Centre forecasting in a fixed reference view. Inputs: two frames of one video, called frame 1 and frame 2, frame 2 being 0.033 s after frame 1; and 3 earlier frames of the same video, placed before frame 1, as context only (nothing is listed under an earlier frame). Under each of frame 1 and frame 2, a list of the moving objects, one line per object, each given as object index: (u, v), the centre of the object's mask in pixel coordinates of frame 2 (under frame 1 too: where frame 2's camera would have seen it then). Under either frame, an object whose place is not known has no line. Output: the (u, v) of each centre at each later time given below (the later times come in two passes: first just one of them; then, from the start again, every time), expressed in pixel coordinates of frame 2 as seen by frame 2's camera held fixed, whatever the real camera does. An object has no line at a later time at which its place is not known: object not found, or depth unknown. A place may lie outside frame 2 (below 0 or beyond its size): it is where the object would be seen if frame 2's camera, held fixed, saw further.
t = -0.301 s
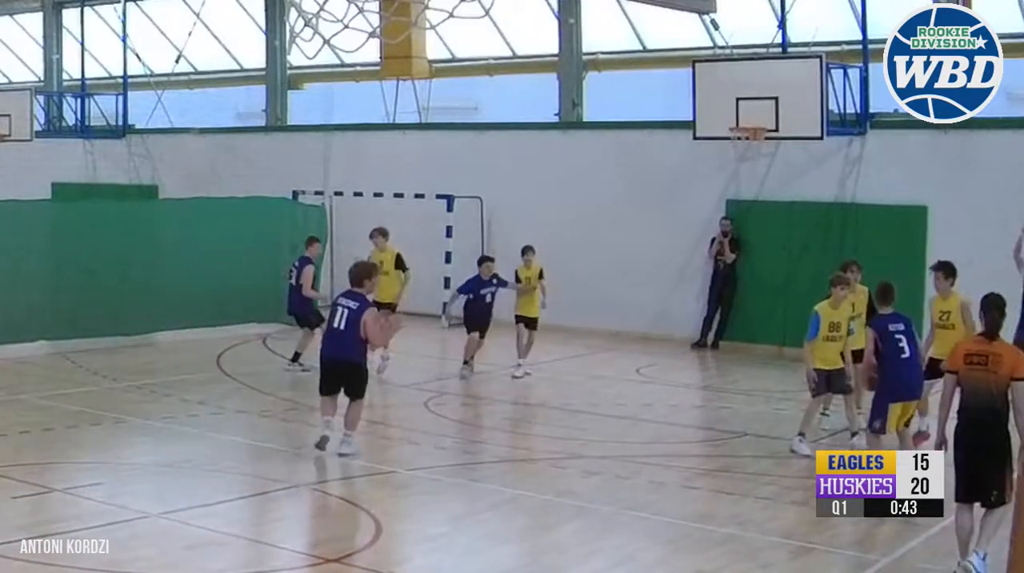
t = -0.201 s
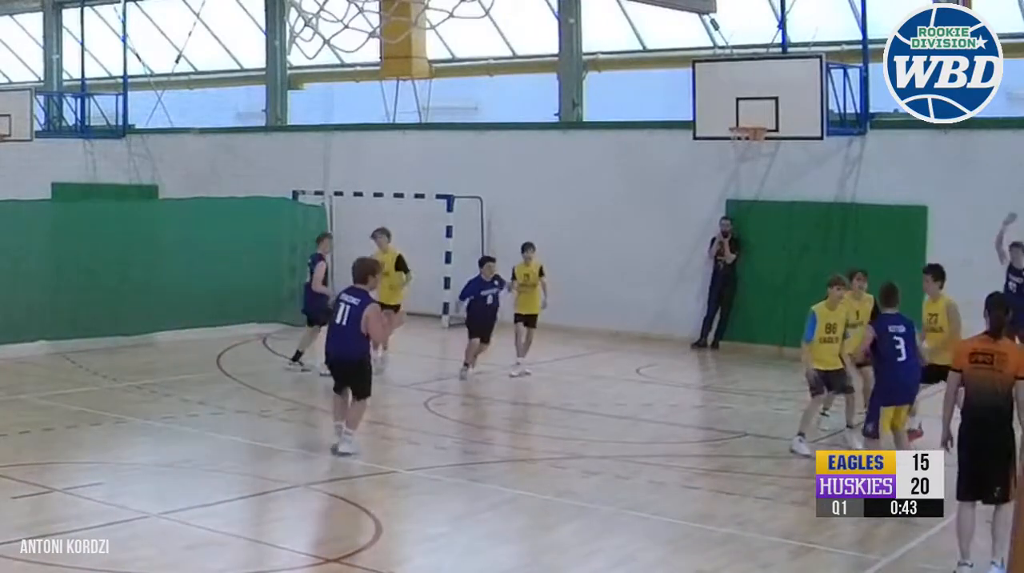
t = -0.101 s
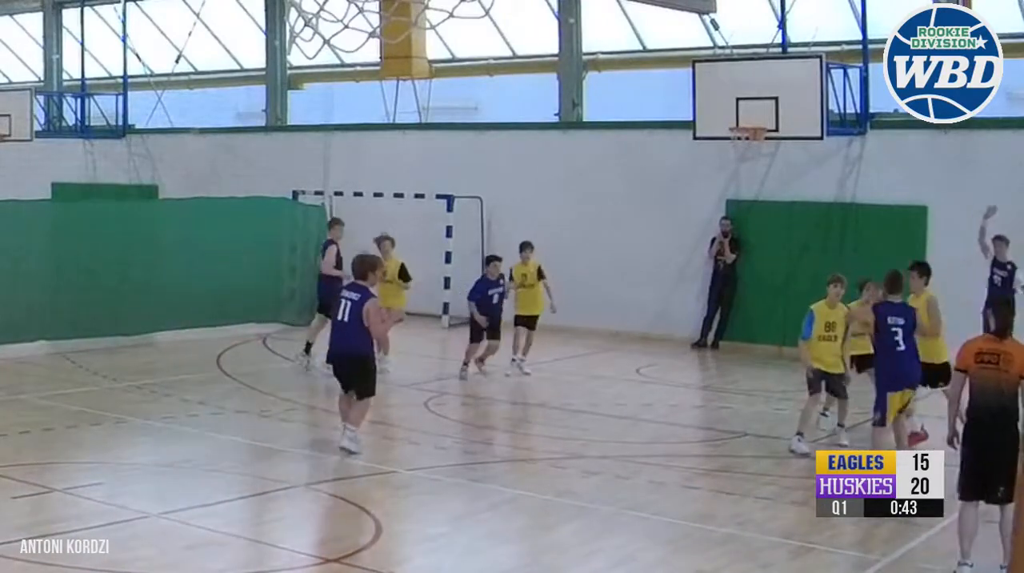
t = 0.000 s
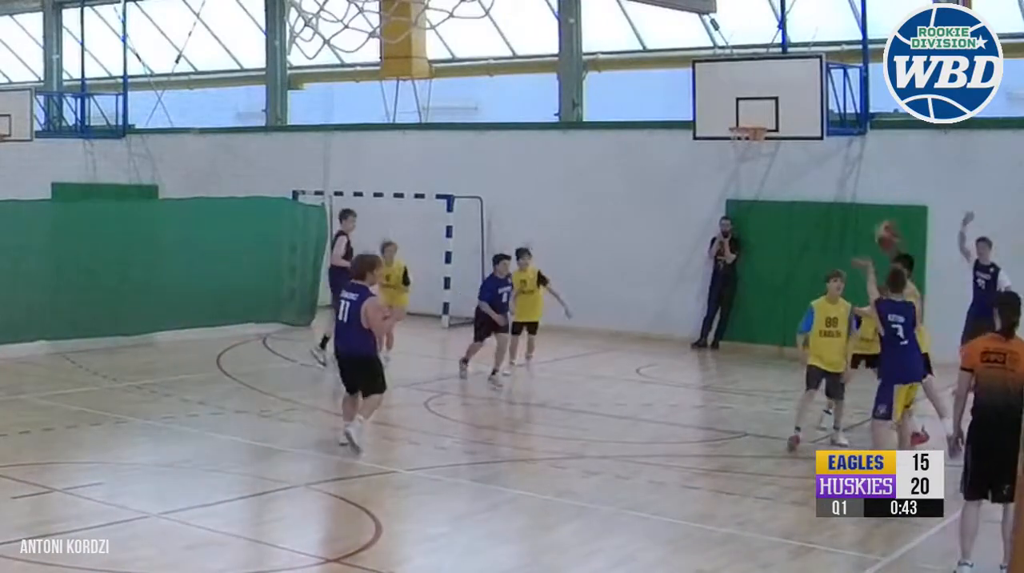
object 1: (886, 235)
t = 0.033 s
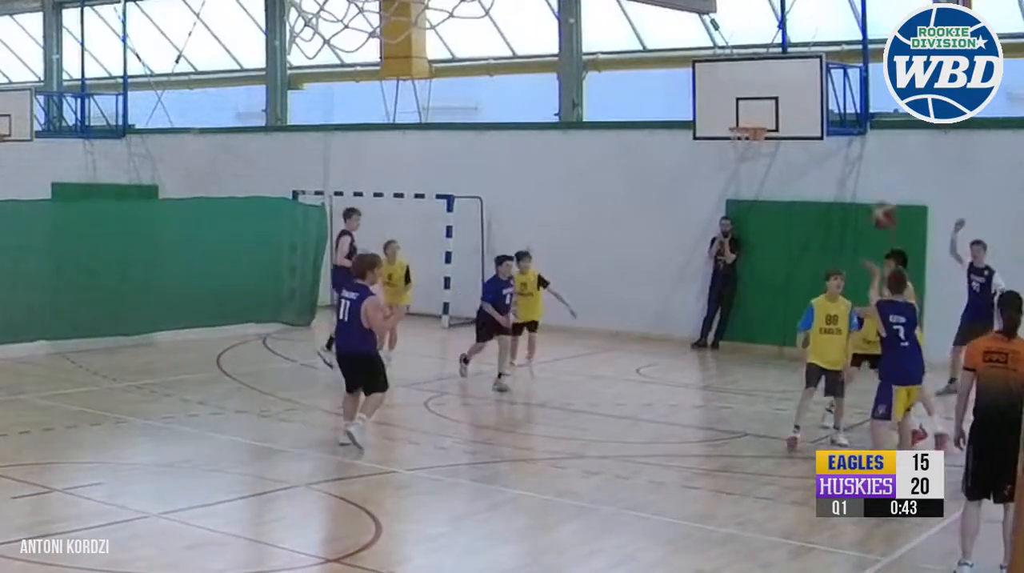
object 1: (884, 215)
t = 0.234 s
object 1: (873, 135)
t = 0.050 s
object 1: (883, 205)
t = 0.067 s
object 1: (882, 197)
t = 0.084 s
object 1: (881, 189)
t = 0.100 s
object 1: (880, 181)
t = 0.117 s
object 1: (879, 174)
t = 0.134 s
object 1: (878, 167)
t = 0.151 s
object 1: (877, 161)
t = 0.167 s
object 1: (876, 155)
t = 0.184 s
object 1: (875, 149)
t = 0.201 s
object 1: (874, 144)
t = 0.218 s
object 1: (873, 139)
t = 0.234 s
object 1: (873, 135)
